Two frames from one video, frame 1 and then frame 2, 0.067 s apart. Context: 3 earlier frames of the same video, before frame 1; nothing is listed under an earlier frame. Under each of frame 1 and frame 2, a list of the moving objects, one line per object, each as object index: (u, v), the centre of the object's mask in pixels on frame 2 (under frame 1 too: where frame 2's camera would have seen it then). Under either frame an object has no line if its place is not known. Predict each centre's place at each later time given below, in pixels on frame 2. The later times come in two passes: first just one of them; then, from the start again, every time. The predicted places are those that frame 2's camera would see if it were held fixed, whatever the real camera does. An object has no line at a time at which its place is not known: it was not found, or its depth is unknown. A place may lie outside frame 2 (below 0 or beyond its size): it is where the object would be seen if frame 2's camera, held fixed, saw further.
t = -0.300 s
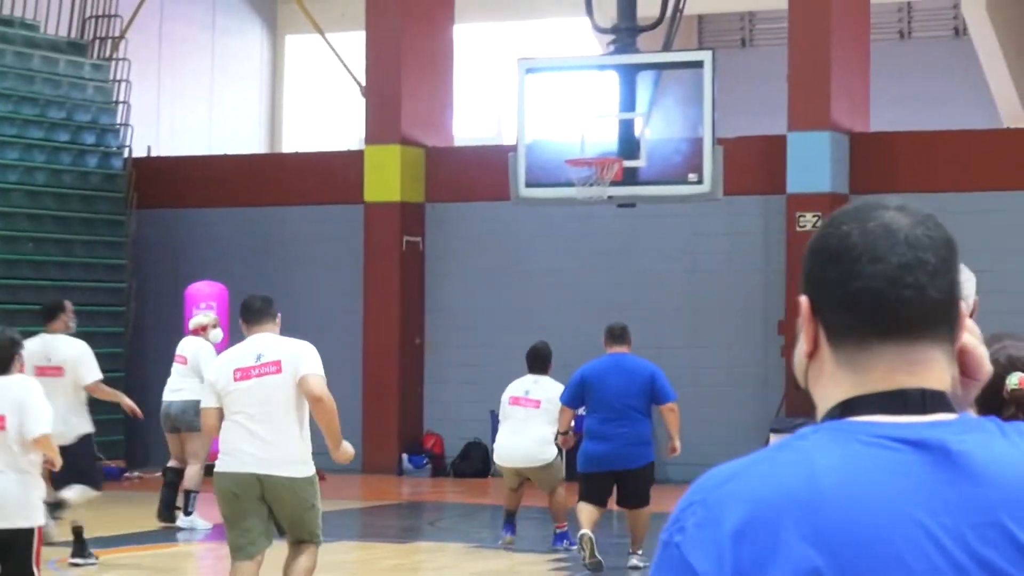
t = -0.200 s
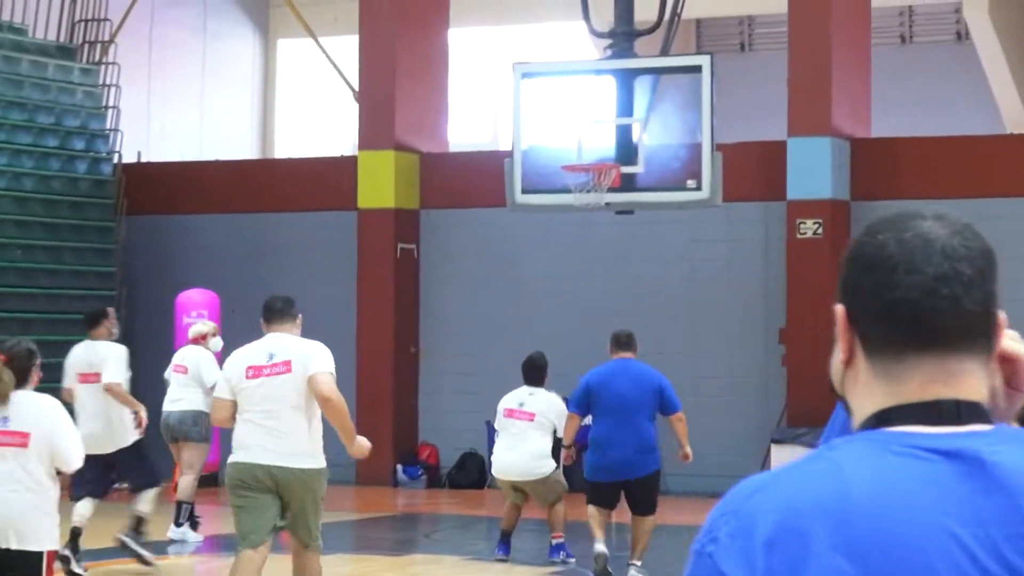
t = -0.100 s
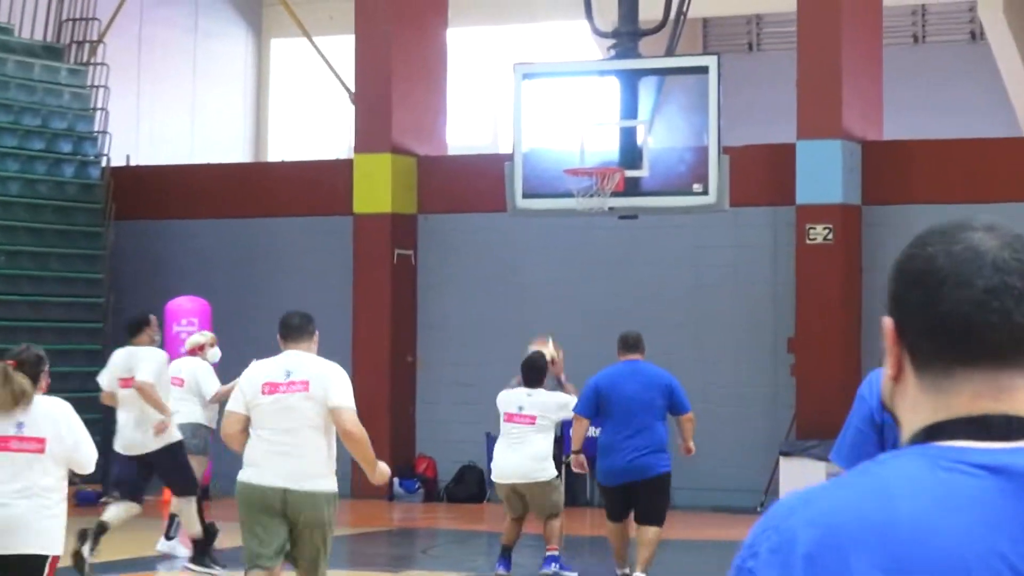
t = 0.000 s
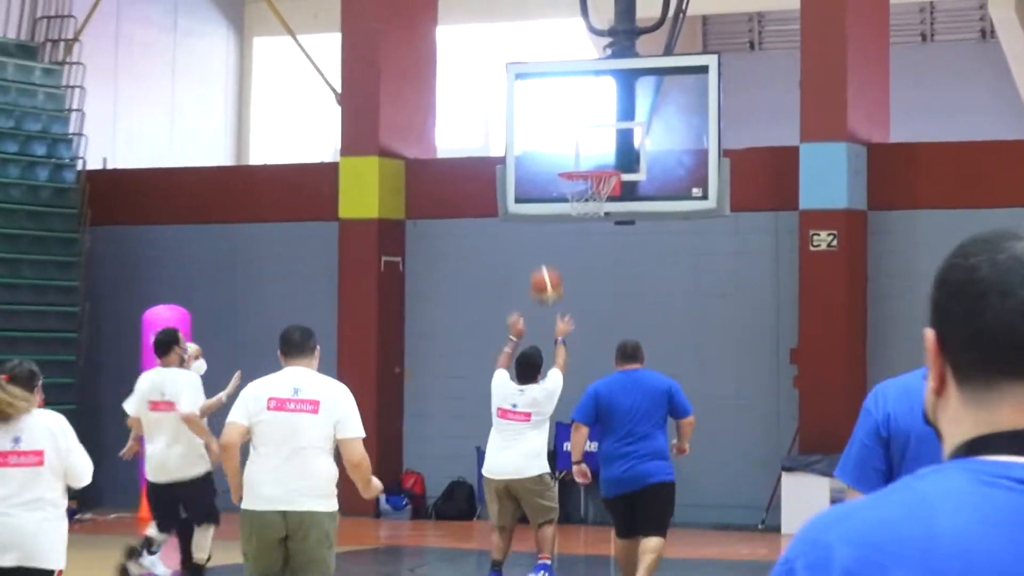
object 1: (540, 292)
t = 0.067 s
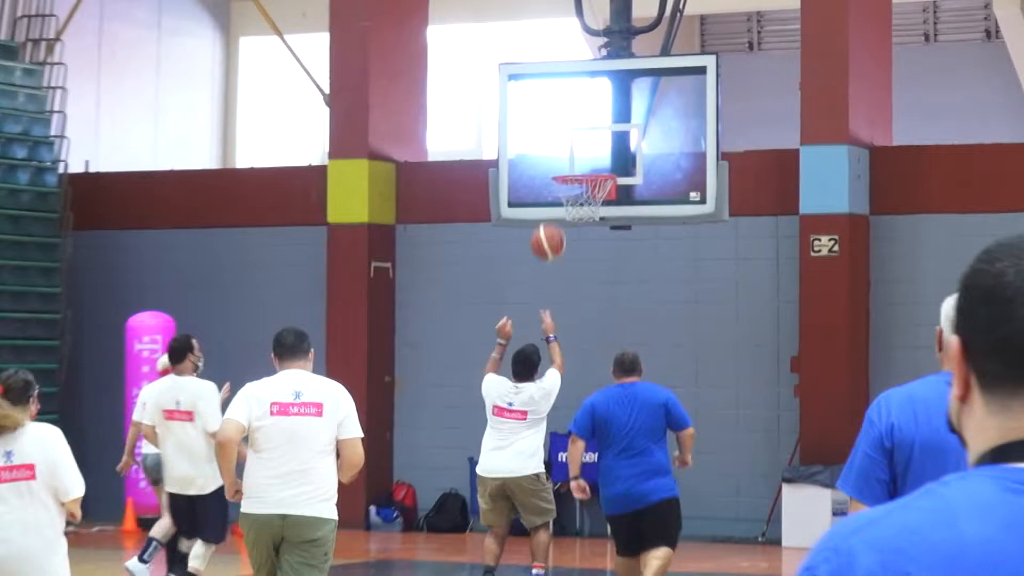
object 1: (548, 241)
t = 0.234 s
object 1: (566, 154)
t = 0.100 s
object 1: (551, 221)
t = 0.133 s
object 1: (555, 202)
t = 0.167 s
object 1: (559, 185)
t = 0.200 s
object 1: (563, 170)
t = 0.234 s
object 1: (566, 154)
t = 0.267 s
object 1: (569, 142)
